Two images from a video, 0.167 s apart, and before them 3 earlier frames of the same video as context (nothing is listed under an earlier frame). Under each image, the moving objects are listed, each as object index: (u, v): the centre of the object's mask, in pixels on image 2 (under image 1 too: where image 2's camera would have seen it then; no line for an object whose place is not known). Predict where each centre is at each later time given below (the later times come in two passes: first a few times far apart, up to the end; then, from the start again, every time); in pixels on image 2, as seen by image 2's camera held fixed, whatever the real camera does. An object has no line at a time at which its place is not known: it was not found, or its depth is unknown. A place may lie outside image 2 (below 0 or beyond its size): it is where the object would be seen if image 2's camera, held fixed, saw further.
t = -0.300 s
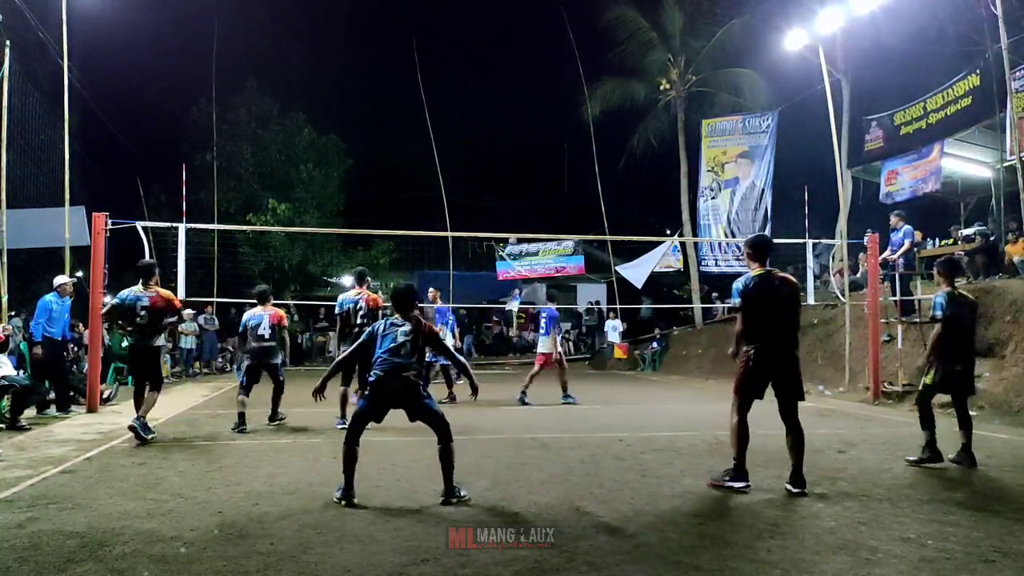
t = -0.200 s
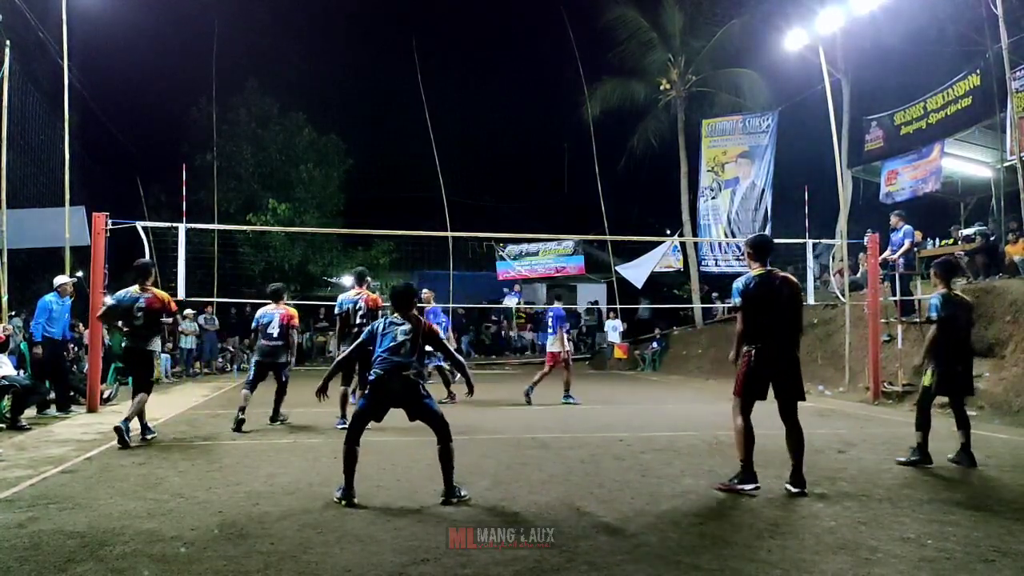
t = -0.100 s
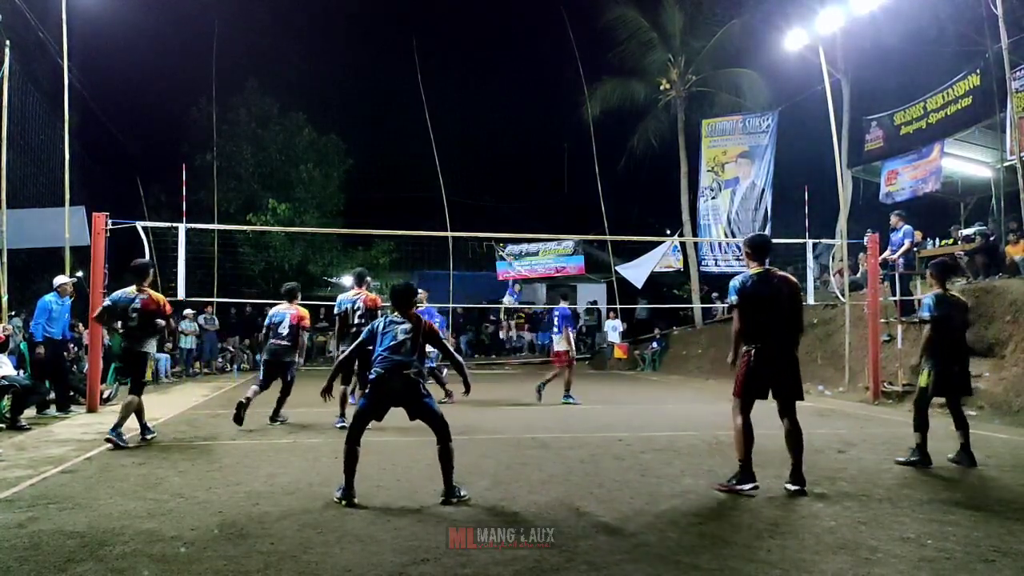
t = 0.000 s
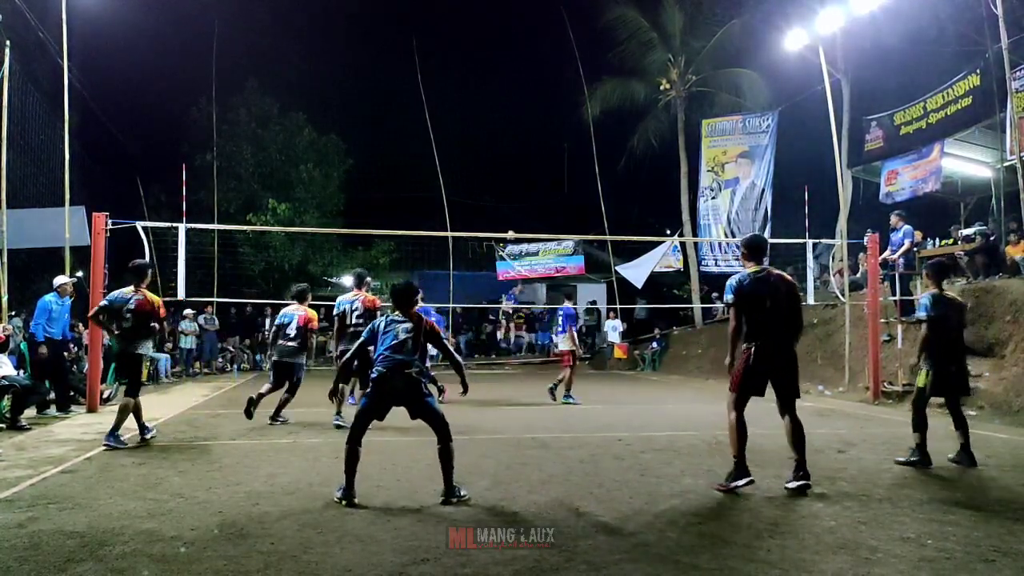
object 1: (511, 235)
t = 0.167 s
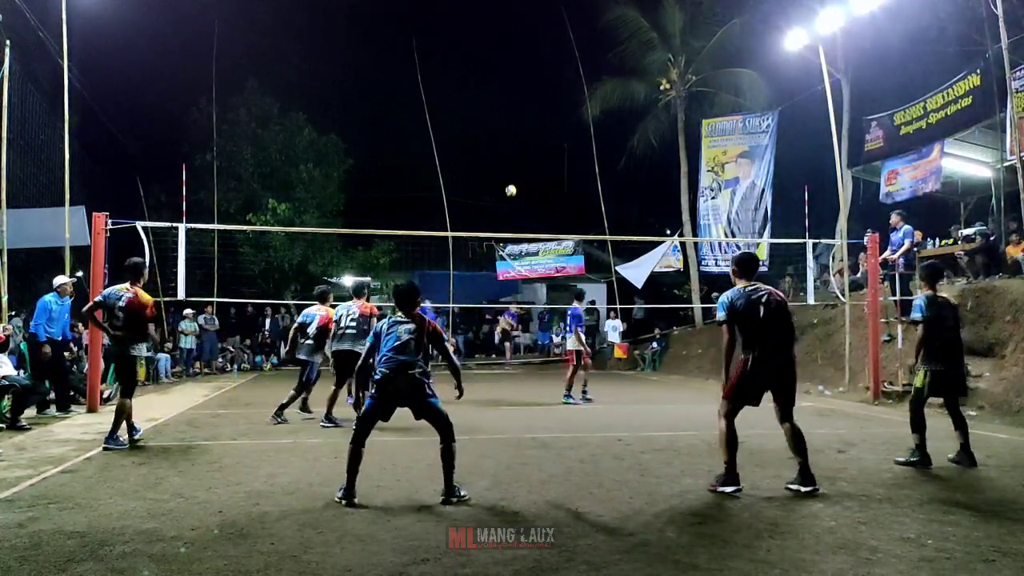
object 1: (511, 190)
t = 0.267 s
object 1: (511, 168)
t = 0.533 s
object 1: (515, 133)
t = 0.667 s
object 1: (519, 138)
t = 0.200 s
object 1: (511, 183)
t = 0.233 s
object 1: (511, 175)
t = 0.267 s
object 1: (511, 168)
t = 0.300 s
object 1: (512, 162)
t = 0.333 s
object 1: (512, 155)
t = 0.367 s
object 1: (512, 150)
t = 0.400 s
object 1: (513, 145)
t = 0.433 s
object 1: (513, 141)
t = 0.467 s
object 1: (514, 137)
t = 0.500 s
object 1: (515, 135)
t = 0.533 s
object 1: (515, 133)
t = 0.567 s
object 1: (516, 132)
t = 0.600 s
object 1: (517, 133)
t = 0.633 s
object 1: (518, 135)
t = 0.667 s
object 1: (519, 138)
